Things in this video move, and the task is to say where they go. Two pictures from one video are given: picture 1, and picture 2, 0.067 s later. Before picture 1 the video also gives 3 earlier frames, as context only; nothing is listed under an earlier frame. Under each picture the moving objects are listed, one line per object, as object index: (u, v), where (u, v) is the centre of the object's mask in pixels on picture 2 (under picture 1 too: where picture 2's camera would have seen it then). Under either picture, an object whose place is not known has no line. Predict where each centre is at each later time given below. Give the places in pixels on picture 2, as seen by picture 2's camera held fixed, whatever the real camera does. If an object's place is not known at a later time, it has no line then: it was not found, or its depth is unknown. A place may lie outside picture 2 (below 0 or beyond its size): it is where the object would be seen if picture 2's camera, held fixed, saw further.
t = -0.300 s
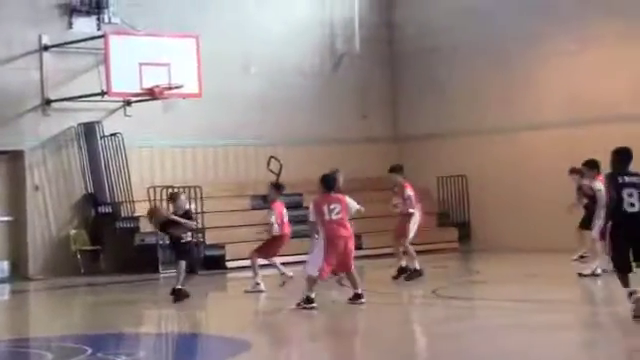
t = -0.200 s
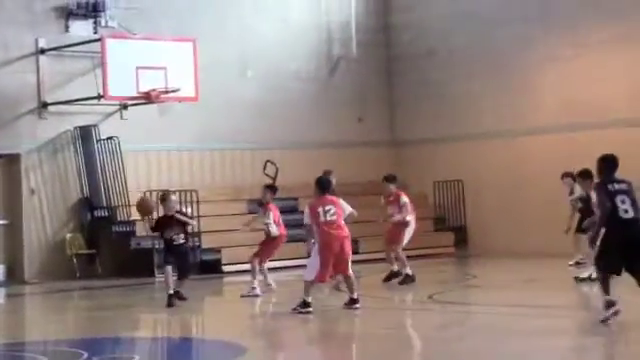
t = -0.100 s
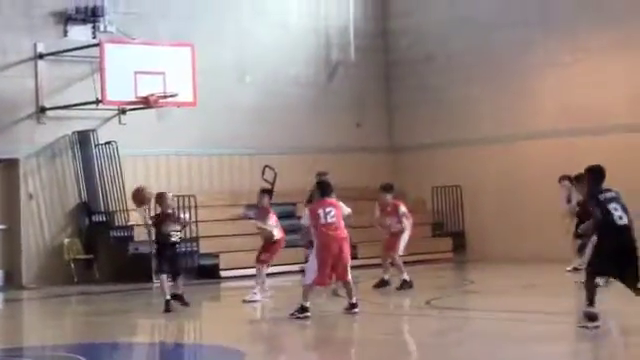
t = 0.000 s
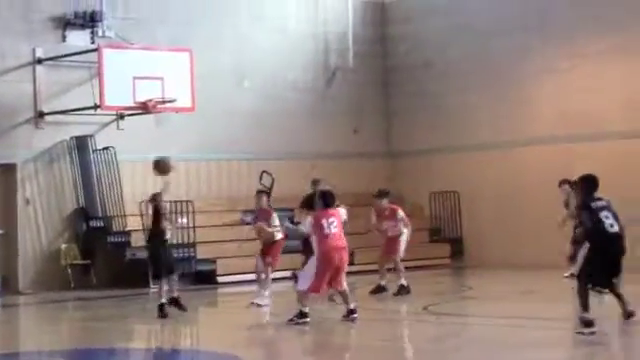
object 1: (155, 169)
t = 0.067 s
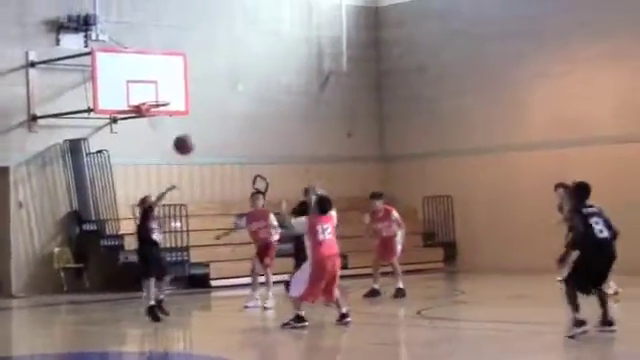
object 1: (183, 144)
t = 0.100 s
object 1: (197, 133)
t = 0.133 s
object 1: (211, 123)
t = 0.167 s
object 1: (225, 114)
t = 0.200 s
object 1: (240, 105)
